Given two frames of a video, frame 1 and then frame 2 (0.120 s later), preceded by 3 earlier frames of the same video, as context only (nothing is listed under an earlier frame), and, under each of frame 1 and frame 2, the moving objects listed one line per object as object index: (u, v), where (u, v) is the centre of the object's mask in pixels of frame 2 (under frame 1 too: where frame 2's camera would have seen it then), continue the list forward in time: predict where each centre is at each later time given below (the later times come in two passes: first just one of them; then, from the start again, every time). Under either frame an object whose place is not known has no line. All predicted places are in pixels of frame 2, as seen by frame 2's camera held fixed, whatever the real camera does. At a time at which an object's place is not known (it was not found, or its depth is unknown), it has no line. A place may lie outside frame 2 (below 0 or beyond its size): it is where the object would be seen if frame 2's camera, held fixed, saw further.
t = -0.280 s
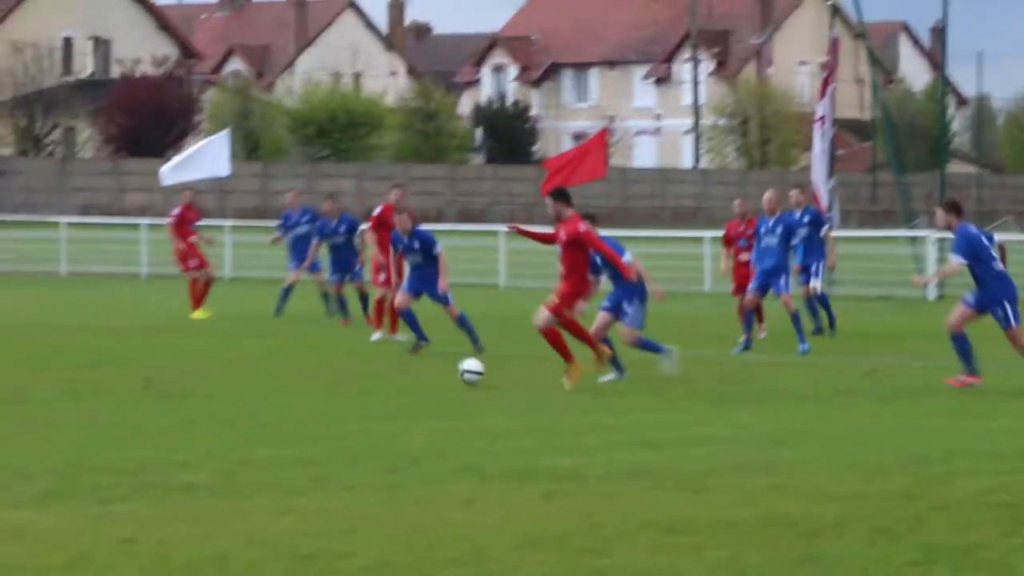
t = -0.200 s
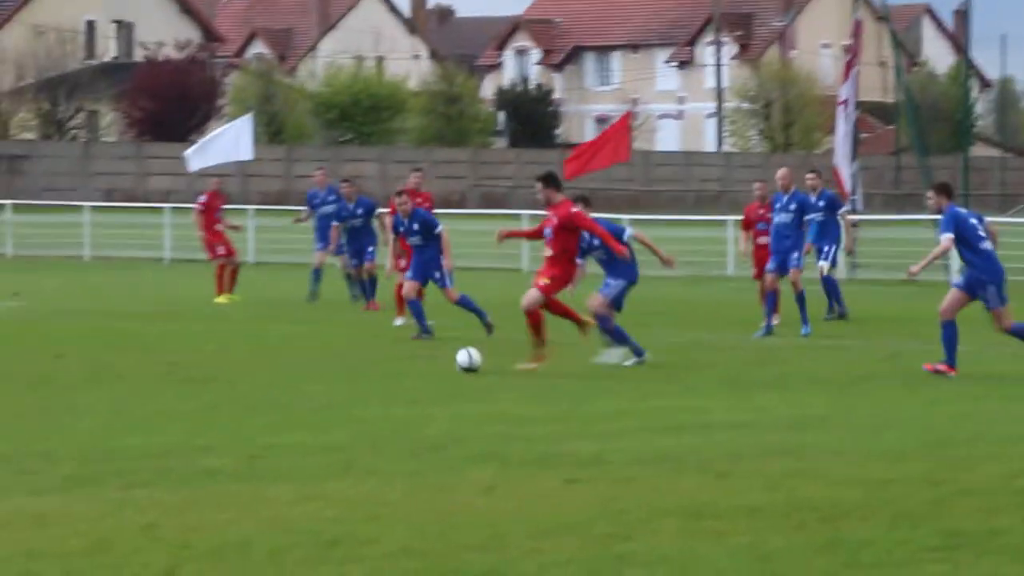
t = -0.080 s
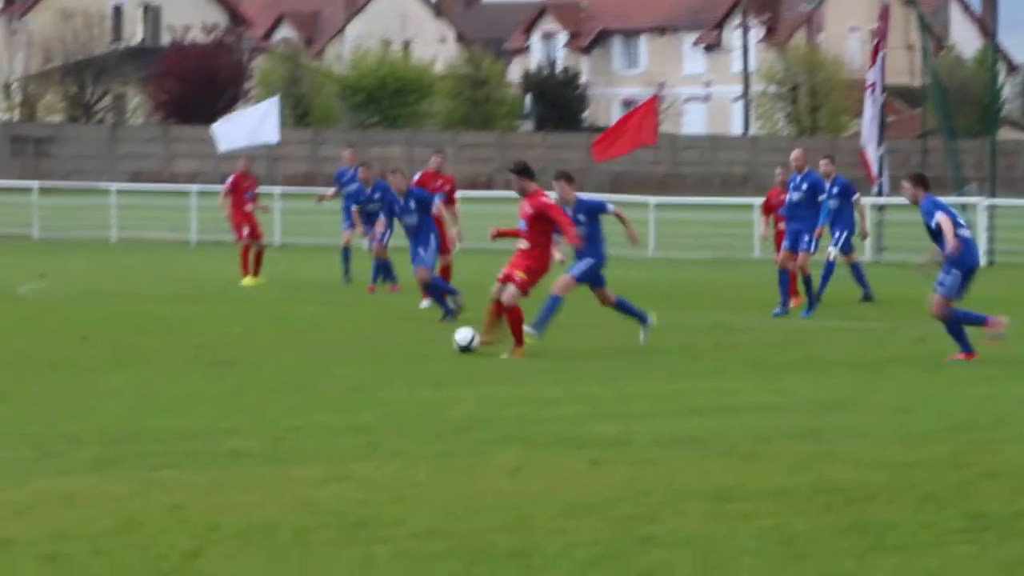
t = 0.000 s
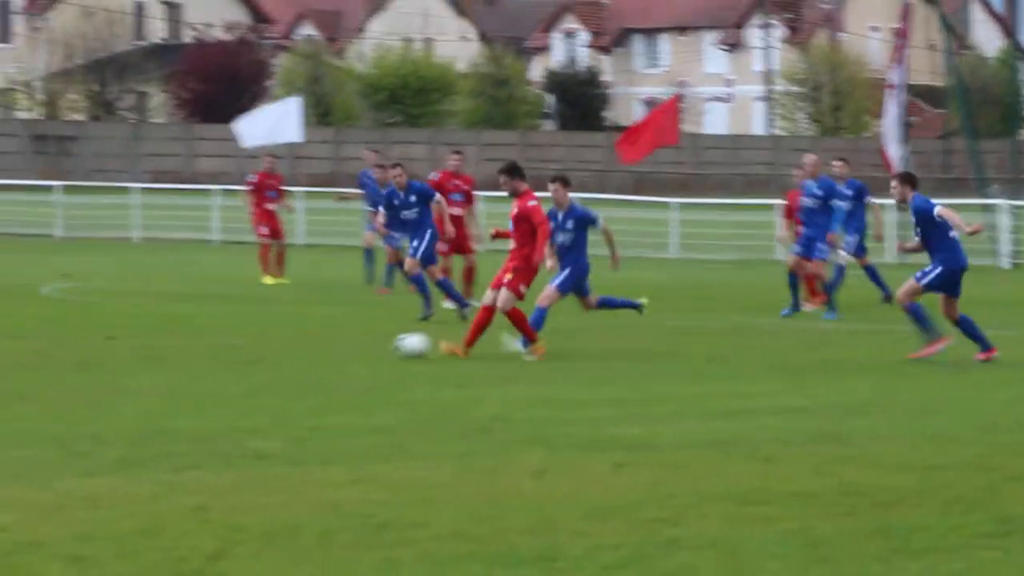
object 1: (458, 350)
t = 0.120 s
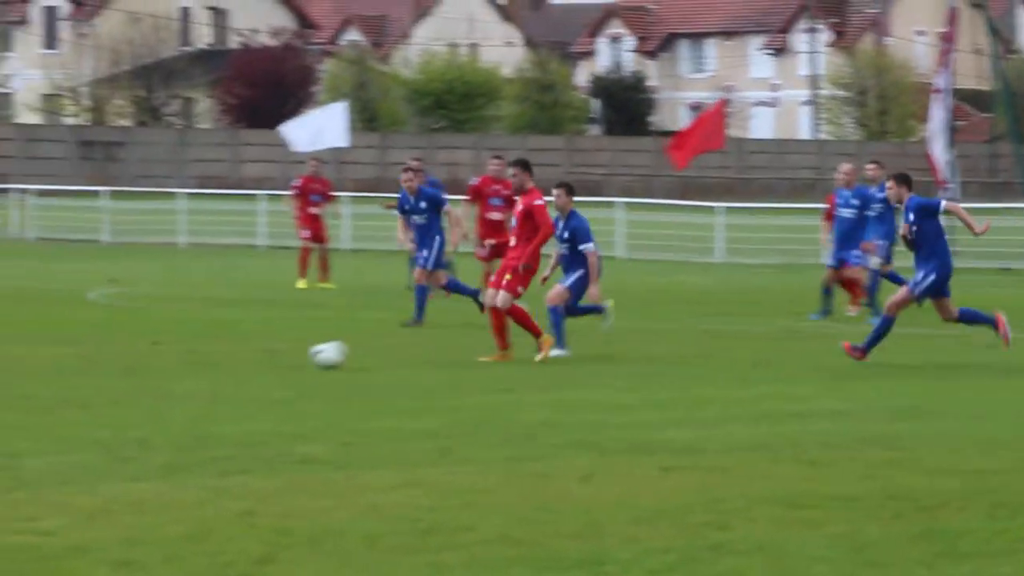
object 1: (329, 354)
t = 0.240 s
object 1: (204, 356)
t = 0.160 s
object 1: (285, 357)
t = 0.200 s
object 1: (242, 357)
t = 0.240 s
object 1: (204, 356)
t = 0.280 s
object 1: (163, 358)
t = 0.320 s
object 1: (123, 362)
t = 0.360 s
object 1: (79, 366)
